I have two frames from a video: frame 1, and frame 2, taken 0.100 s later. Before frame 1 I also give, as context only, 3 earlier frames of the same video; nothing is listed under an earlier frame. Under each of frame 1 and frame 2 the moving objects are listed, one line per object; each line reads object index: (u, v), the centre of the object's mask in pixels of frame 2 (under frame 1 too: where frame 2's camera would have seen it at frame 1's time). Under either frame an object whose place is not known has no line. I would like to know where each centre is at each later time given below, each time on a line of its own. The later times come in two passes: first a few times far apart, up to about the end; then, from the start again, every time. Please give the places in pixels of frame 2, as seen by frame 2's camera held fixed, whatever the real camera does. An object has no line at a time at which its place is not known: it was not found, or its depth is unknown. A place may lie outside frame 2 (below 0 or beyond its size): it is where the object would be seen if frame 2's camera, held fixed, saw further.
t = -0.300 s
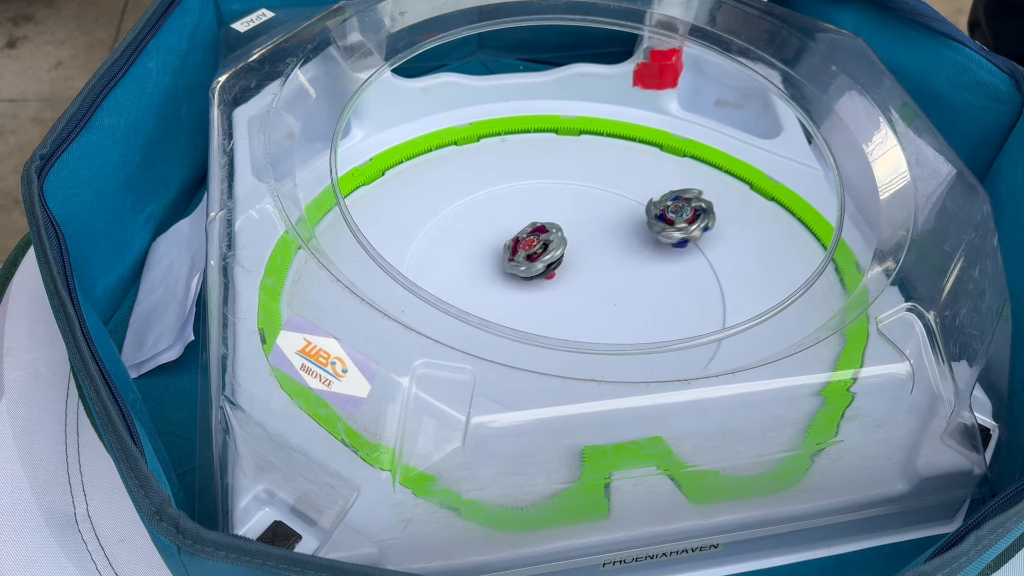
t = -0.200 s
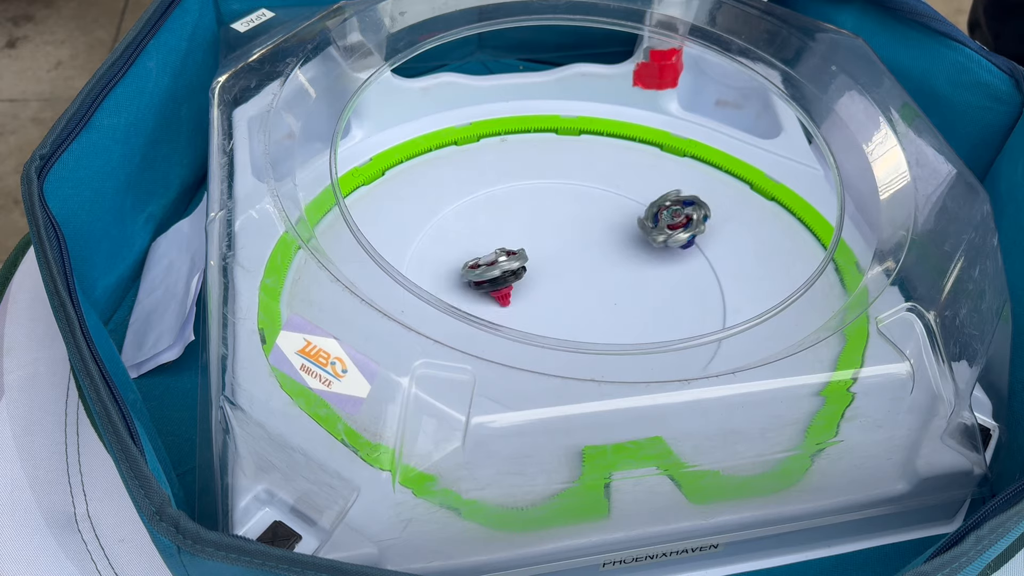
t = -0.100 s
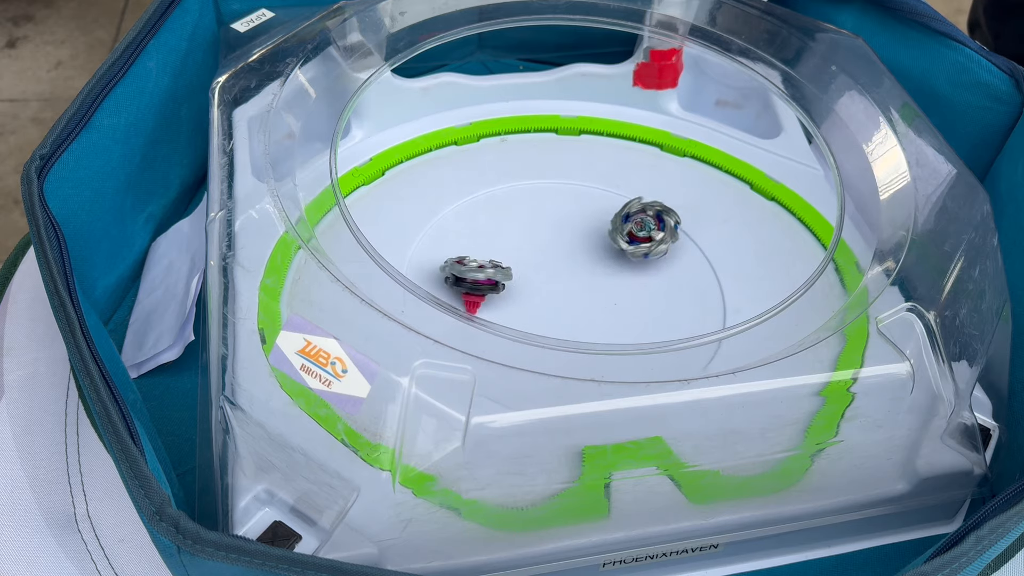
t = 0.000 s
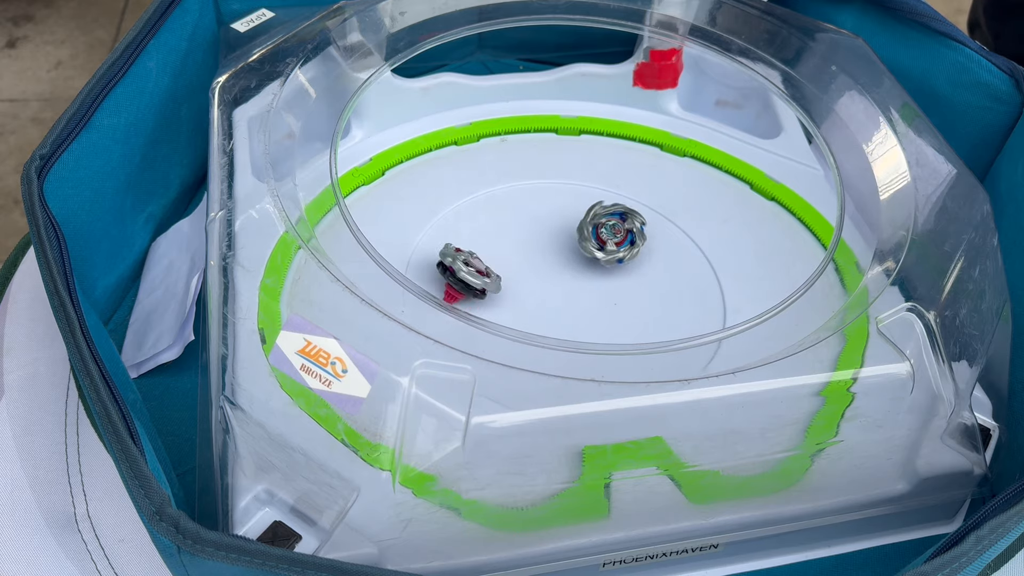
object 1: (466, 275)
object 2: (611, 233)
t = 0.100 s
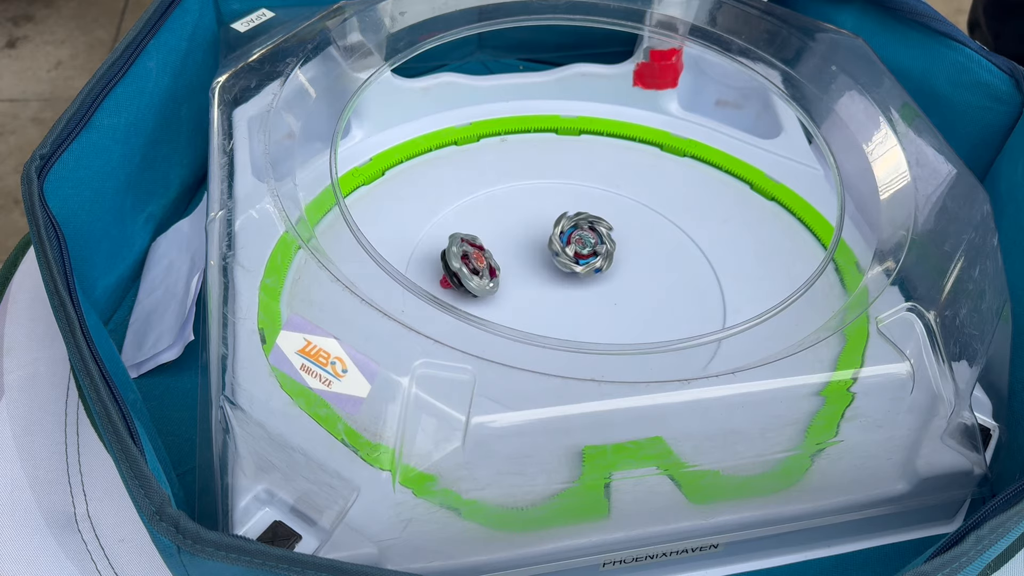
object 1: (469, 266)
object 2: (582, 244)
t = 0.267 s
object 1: (490, 254)
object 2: (556, 271)
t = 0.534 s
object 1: (499, 260)
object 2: (613, 312)
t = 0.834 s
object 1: (487, 290)
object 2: (604, 274)
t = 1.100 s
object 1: (492, 261)
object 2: (558, 282)
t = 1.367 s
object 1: (537, 244)
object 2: (590, 309)
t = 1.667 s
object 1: (533, 254)
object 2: (605, 294)
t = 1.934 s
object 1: (492, 258)
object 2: (620, 306)
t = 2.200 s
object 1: (501, 244)
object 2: (594, 280)
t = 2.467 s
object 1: (528, 250)
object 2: (602, 283)
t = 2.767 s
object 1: (531, 265)
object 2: (607, 283)
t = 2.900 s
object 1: (532, 268)
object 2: (616, 282)
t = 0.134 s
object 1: (473, 263)
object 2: (574, 248)
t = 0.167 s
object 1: (477, 260)
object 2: (567, 253)
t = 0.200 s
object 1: (482, 257)
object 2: (561, 258)
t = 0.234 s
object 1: (488, 256)
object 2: (555, 264)
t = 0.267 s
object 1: (490, 254)
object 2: (556, 271)
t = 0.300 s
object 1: (483, 249)
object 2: (566, 284)
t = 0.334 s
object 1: (481, 243)
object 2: (576, 293)
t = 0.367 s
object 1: (479, 243)
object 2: (584, 304)
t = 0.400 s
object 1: (481, 241)
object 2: (591, 310)
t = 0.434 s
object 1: (486, 244)
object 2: (596, 313)
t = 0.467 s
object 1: (491, 248)
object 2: (602, 314)
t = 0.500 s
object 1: (496, 254)
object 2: (608, 314)
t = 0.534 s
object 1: (499, 260)
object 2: (613, 312)
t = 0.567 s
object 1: (501, 267)
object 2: (618, 310)
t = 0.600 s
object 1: (501, 272)
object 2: (621, 306)
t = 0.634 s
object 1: (501, 277)
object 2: (624, 301)
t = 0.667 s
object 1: (500, 281)
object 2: (624, 296)
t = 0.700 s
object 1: (498, 285)
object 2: (623, 290)
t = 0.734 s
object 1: (496, 287)
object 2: (620, 284)
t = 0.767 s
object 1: (492, 289)
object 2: (616, 280)
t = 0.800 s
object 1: (490, 290)
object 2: (610, 277)
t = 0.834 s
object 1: (487, 290)
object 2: (604, 274)
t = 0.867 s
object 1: (486, 289)
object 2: (598, 273)
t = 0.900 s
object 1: (485, 287)
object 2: (592, 271)
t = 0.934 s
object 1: (484, 285)
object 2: (585, 271)
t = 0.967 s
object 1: (483, 281)
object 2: (579, 271)
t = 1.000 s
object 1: (483, 276)
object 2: (572, 272)
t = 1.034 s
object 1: (484, 270)
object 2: (566, 274)
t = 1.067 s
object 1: (488, 265)
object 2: (561, 278)
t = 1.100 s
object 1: (492, 261)
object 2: (558, 282)
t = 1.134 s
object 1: (494, 257)
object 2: (558, 287)
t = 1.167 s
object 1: (500, 252)
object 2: (558, 292)
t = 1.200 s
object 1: (506, 249)
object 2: (563, 297)
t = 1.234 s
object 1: (509, 244)
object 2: (571, 306)
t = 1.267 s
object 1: (515, 242)
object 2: (578, 309)
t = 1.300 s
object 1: (523, 241)
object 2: (583, 310)
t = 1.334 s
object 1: (531, 242)
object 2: (587, 310)
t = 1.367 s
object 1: (537, 244)
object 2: (590, 309)
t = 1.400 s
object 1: (543, 246)
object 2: (591, 305)
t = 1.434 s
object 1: (547, 249)
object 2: (589, 302)
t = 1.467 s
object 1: (551, 251)
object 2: (587, 300)
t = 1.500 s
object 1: (545, 246)
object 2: (594, 297)
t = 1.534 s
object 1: (541, 244)
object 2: (604, 300)
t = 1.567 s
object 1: (539, 243)
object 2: (606, 299)
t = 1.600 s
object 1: (538, 245)
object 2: (608, 298)
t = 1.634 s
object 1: (535, 249)
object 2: (607, 297)
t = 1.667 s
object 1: (533, 254)
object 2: (605, 294)
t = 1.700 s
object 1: (531, 260)
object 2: (601, 292)
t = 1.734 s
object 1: (528, 263)
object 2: (597, 295)
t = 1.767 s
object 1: (515, 263)
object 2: (606, 300)
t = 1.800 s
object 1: (507, 263)
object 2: (612, 302)
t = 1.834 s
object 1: (502, 263)
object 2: (617, 303)
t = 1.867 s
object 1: (498, 262)
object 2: (618, 308)
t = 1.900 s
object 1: (496, 260)
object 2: (620, 307)
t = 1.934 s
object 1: (492, 258)
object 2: (620, 306)
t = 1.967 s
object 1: (488, 253)
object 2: (618, 306)
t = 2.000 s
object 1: (486, 249)
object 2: (614, 304)
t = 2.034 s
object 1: (485, 247)
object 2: (610, 301)
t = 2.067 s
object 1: (485, 245)
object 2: (604, 295)
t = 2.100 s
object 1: (488, 244)
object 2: (598, 290)
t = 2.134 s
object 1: (492, 244)
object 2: (595, 284)
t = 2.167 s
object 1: (494, 244)
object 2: (595, 281)
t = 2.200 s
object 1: (501, 244)
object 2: (594, 280)
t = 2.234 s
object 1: (509, 245)
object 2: (594, 279)
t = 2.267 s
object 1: (517, 247)
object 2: (592, 279)
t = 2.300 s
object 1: (523, 250)
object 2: (591, 278)
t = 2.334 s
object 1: (527, 253)
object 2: (591, 278)
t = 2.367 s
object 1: (530, 254)
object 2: (592, 278)
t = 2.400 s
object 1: (529, 252)
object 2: (594, 280)
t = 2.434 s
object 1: (527, 250)
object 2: (599, 282)
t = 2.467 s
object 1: (528, 250)
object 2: (602, 283)
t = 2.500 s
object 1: (528, 251)
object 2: (604, 283)
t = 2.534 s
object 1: (529, 252)
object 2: (605, 283)
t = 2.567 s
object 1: (526, 254)
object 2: (607, 283)
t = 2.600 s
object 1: (525, 254)
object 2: (609, 283)
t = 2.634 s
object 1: (526, 255)
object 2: (610, 283)
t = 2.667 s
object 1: (527, 256)
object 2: (610, 283)
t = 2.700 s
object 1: (527, 259)
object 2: (610, 283)
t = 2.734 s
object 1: (529, 262)
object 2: (608, 283)
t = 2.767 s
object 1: (531, 265)
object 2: (607, 283)
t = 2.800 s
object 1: (535, 268)
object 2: (607, 283)
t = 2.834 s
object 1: (532, 268)
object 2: (613, 284)
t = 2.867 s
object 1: (531, 268)
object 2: (615, 283)
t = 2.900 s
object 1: (532, 268)
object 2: (616, 282)
